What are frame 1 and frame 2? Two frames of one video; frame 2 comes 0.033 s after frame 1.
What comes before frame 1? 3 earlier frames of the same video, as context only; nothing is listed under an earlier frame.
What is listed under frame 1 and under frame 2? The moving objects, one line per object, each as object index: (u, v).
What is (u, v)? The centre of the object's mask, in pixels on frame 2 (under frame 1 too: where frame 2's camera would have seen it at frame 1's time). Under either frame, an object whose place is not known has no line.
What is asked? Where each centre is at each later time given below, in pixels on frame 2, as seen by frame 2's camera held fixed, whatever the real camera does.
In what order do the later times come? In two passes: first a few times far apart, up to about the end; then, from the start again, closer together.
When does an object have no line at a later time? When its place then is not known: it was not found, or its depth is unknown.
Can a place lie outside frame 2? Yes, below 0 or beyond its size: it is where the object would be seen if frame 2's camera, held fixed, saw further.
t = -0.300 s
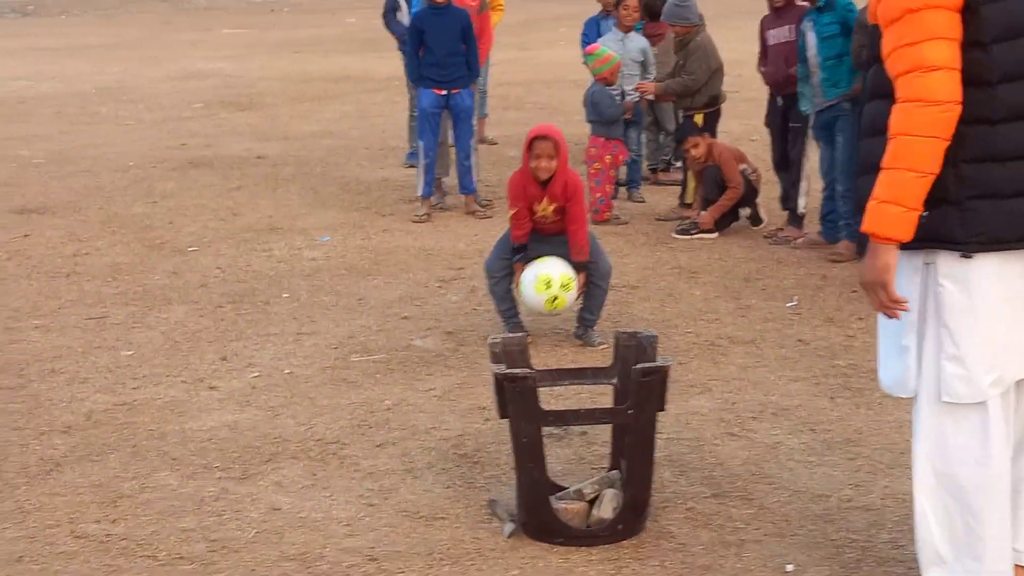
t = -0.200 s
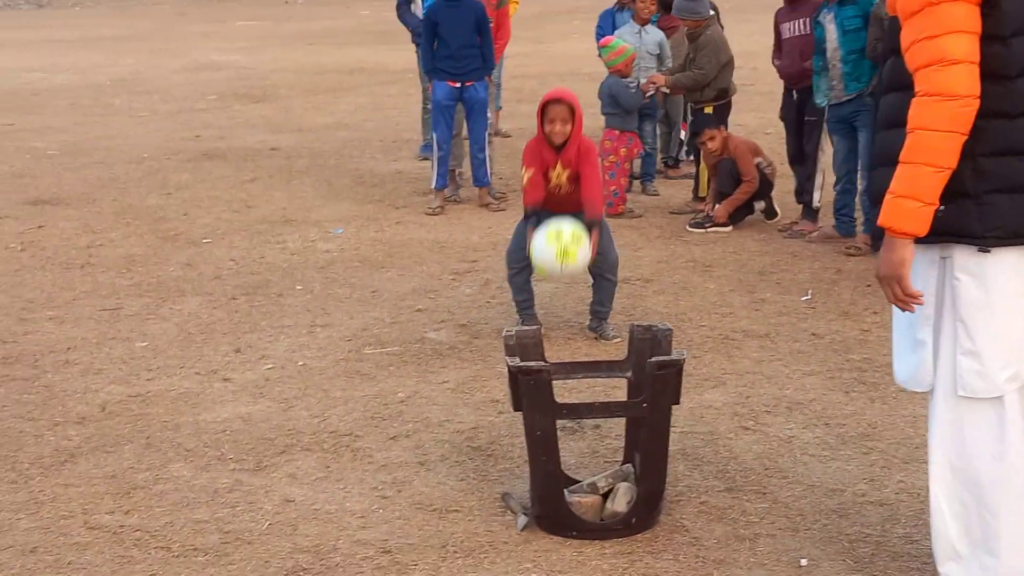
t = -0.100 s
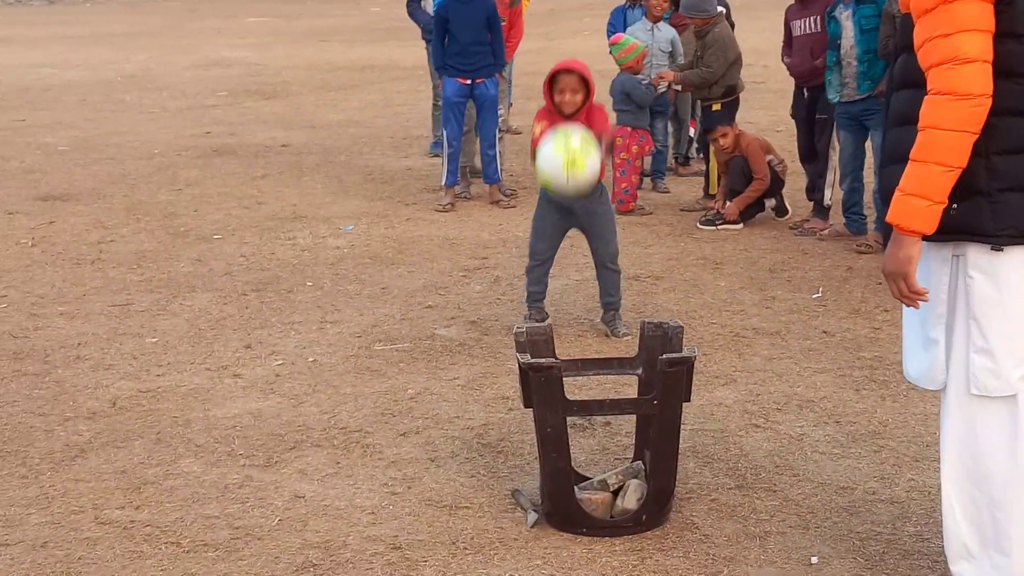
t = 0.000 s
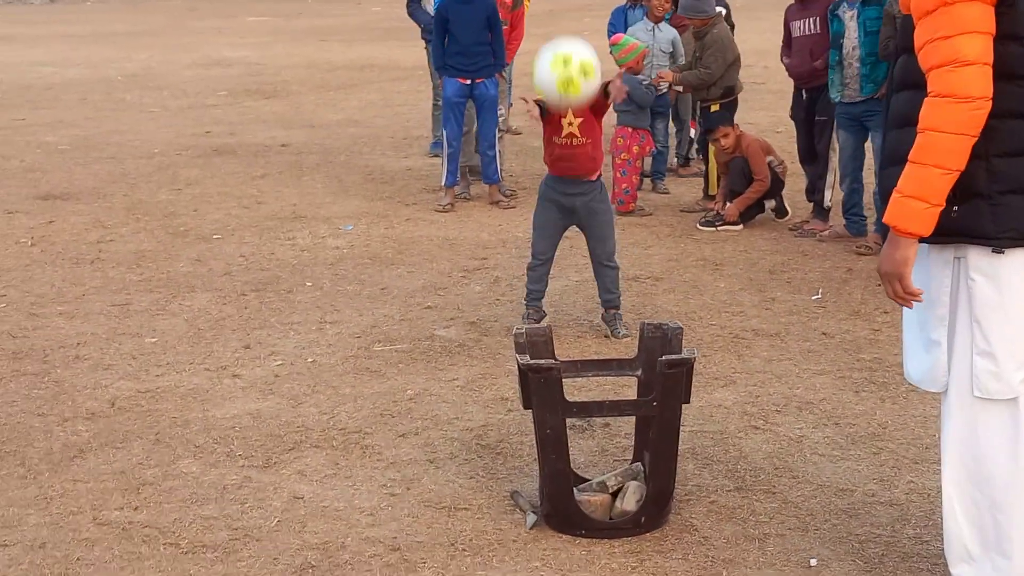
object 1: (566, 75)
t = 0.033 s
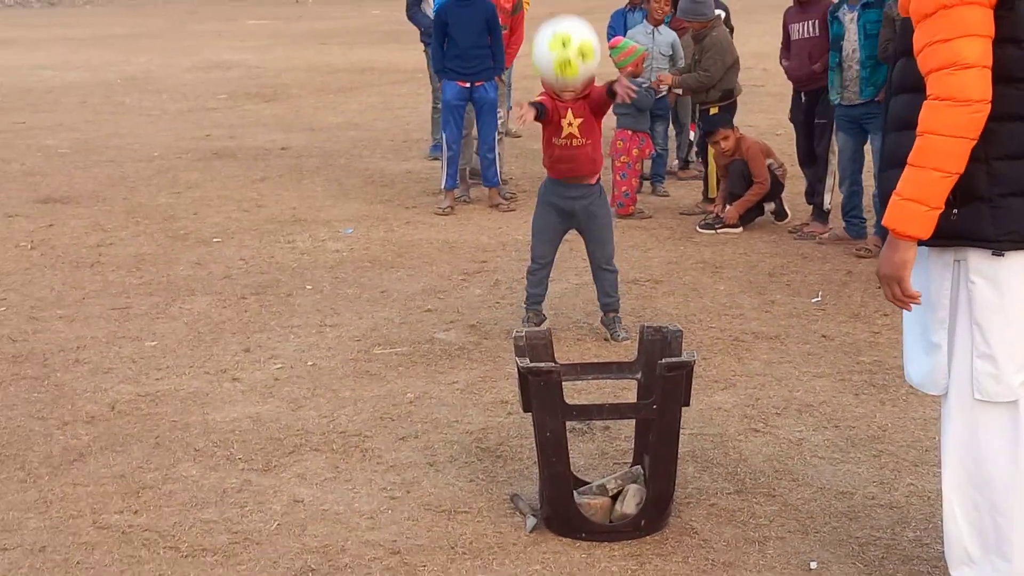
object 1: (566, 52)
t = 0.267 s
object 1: (565, -18)
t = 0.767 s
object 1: (621, 400)
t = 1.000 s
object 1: (606, 435)
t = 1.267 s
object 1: (598, 448)
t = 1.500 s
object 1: (592, 449)
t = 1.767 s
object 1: (593, 449)
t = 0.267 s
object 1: (565, -18)
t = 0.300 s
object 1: (565, -16)
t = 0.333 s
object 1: (566, -11)
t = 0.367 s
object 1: (567, 5)
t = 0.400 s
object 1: (568, 22)
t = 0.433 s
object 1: (569, 48)
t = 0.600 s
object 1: (577, 309)
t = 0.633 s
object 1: (584, 359)
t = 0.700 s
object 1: (615, 377)
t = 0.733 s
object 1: (629, 393)
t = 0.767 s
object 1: (621, 400)
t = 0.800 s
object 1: (610, 417)
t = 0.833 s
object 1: (600, 427)
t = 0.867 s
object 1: (604, 444)
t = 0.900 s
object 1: (605, 434)
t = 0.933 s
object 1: (606, 429)
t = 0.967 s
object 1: (606, 433)
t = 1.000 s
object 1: (606, 435)
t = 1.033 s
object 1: (606, 433)
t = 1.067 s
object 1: (606, 435)
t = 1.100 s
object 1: (605, 436)
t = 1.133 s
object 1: (604, 437)
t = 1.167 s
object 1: (603, 446)
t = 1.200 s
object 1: (601, 447)
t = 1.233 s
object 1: (600, 447)
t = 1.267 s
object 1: (598, 448)
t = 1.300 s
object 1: (594, 448)
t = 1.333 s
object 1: (593, 448)
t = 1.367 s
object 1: (593, 448)
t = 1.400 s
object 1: (592, 449)
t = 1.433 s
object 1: (593, 449)
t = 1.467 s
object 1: (592, 449)
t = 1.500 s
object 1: (592, 449)
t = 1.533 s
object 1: (592, 449)
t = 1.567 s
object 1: (592, 449)
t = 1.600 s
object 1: (592, 449)
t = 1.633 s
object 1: (593, 449)
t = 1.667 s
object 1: (593, 449)
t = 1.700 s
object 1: (593, 449)
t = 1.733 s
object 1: (593, 449)
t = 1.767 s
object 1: (593, 449)
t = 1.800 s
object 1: (593, 449)
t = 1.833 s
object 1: (593, 449)
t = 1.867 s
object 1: (592, 449)
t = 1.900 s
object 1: (592, 449)
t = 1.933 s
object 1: (592, 449)
